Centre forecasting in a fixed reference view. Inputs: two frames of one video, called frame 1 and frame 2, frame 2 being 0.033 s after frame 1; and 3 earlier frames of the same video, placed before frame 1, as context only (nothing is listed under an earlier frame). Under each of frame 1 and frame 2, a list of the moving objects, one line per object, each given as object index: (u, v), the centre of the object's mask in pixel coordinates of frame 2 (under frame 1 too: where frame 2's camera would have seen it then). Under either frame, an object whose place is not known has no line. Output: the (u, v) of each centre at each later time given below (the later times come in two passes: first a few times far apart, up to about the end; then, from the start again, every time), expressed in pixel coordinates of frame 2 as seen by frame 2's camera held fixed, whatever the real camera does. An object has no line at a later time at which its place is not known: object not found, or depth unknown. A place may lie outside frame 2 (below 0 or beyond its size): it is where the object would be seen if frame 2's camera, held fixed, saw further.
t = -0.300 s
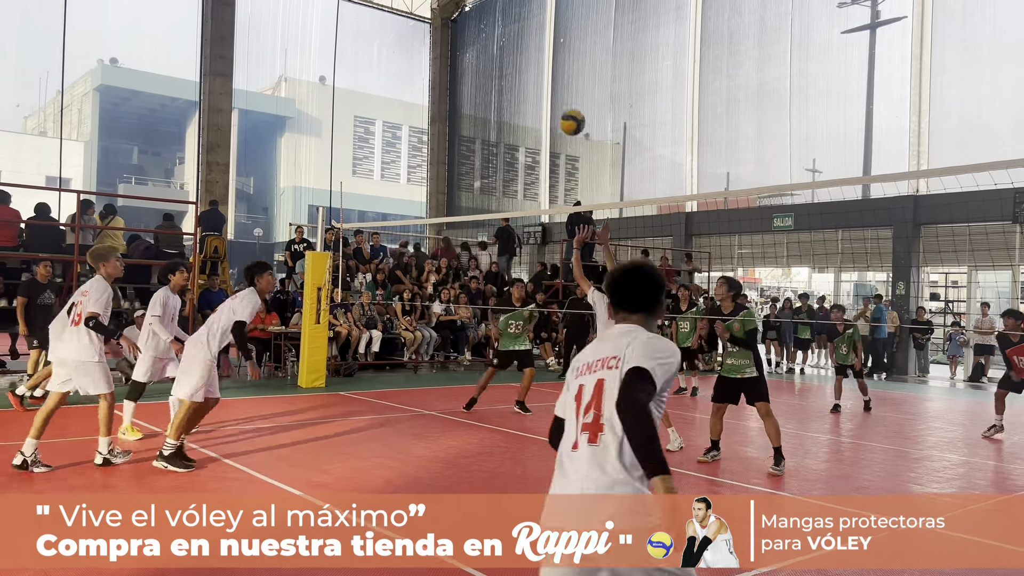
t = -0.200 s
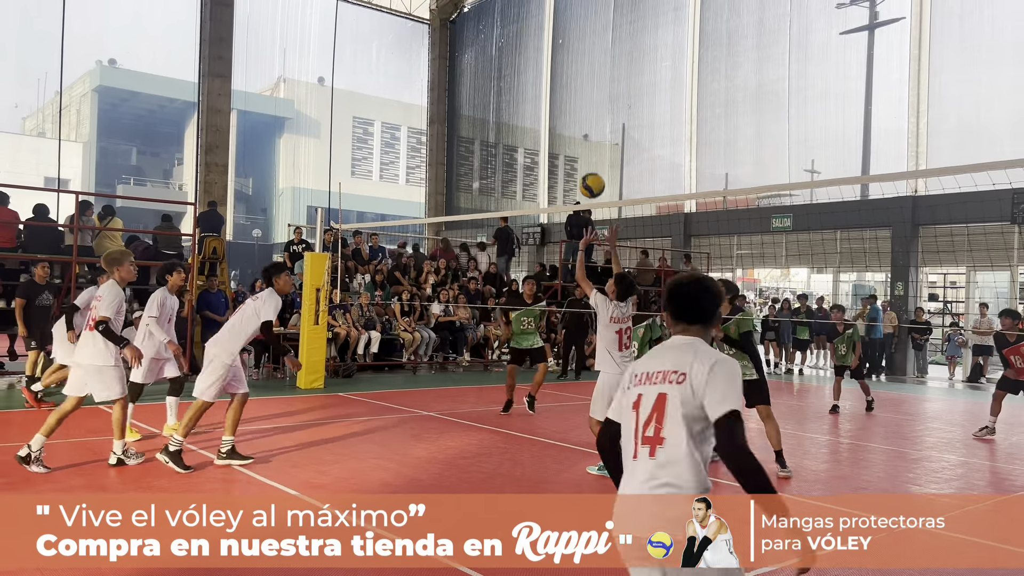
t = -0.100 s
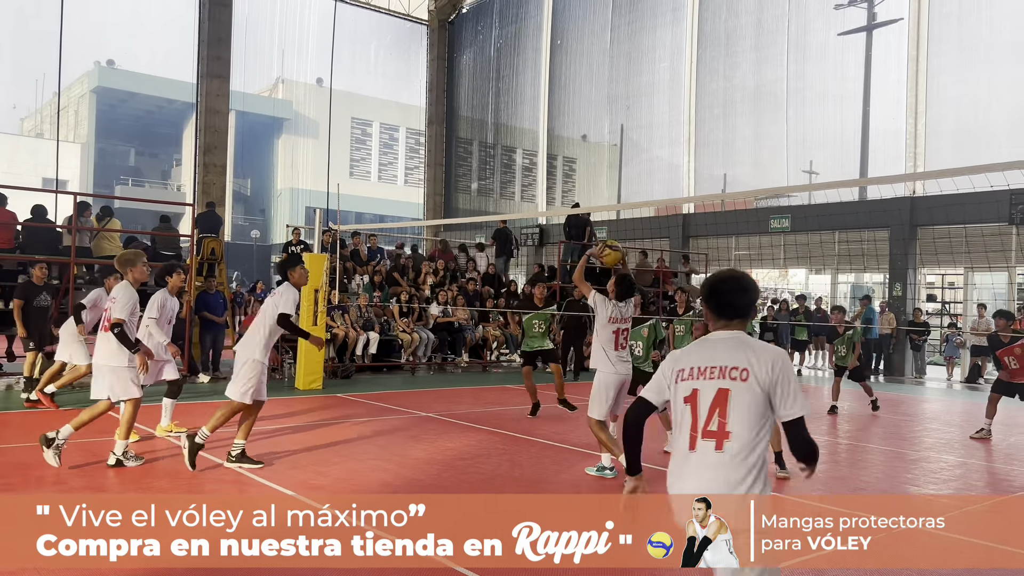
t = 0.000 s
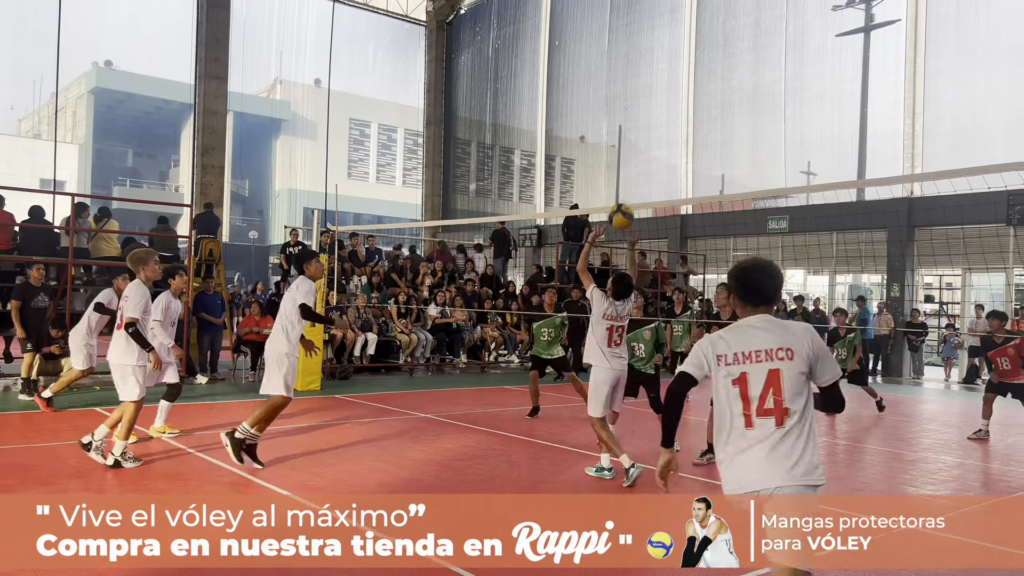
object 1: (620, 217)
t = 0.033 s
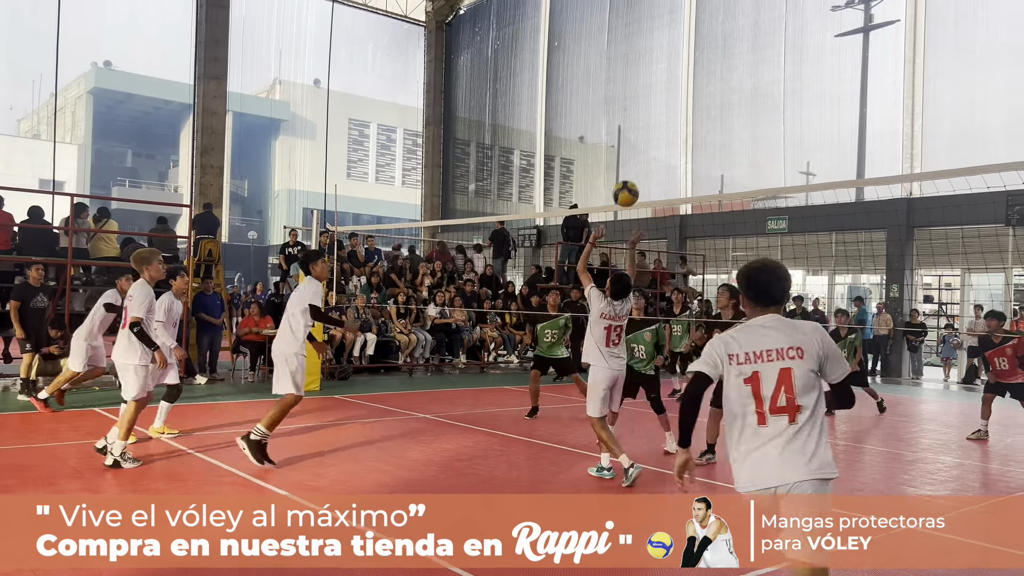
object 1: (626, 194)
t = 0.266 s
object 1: (662, 66)
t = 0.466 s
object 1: (689, 8)
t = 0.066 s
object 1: (631, 172)
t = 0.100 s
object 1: (636, 151)
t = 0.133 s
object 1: (641, 132)
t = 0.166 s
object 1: (647, 113)
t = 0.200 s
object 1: (652, 96)
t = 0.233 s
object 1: (657, 81)
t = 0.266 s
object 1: (662, 66)
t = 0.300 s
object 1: (666, 53)
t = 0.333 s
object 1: (671, 42)
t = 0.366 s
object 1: (676, 31)
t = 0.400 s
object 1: (680, 22)
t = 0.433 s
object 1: (685, 14)
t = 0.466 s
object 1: (689, 8)
